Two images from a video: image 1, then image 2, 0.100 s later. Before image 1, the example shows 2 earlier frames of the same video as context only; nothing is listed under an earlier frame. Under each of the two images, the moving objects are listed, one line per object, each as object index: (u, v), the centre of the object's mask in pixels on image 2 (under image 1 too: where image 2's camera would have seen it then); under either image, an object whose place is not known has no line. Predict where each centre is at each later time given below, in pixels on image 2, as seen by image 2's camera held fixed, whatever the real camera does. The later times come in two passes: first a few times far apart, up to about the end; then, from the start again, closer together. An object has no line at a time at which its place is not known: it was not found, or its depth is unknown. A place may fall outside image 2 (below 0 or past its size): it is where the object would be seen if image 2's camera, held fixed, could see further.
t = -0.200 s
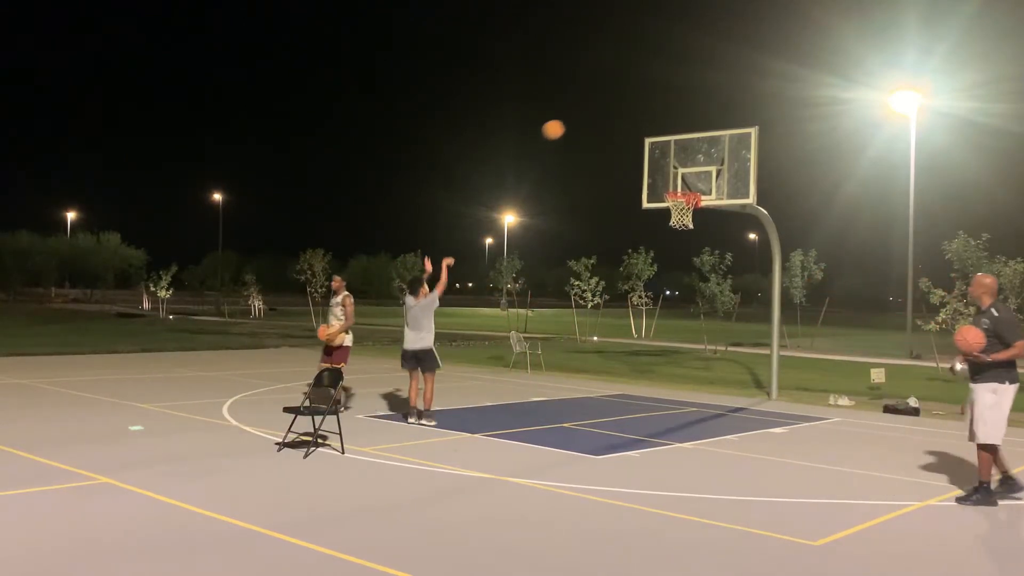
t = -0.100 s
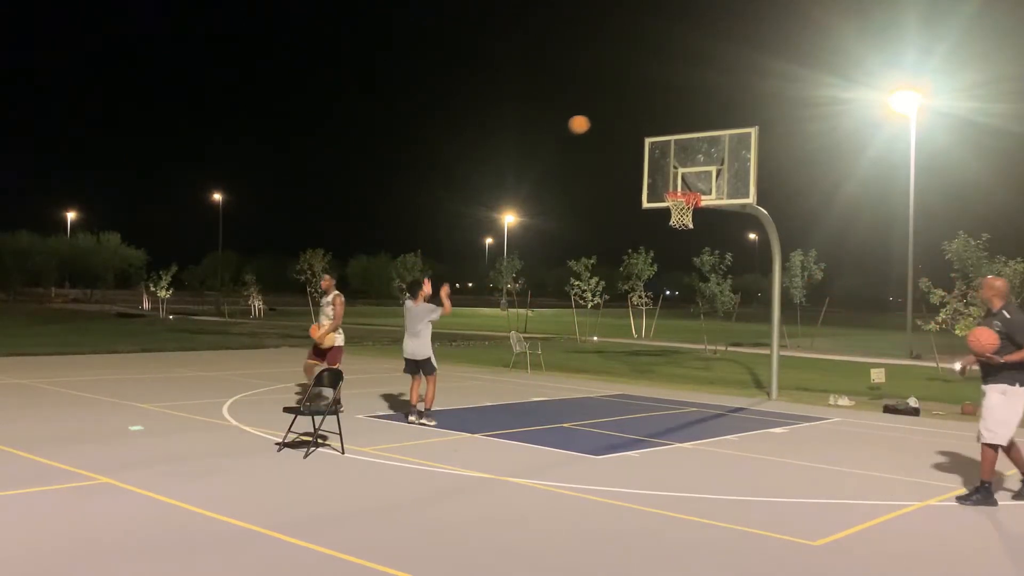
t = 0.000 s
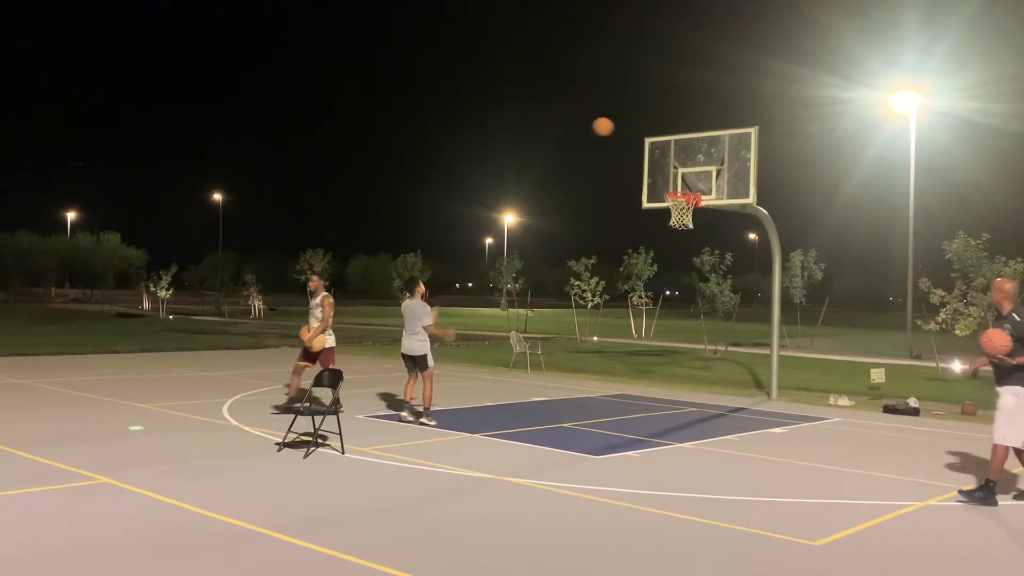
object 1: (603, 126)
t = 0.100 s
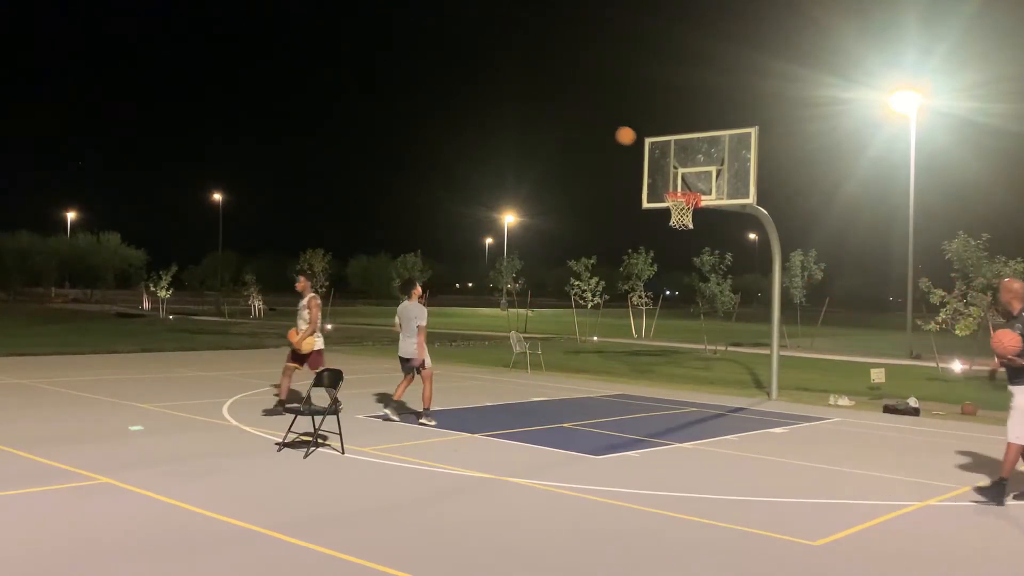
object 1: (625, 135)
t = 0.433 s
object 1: (691, 211)
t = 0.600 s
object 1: (690, 248)
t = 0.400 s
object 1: (686, 198)
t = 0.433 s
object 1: (691, 211)
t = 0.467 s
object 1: (688, 220)
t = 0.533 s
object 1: (689, 231)
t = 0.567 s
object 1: (689, 239)
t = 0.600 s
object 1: (690, 248)
